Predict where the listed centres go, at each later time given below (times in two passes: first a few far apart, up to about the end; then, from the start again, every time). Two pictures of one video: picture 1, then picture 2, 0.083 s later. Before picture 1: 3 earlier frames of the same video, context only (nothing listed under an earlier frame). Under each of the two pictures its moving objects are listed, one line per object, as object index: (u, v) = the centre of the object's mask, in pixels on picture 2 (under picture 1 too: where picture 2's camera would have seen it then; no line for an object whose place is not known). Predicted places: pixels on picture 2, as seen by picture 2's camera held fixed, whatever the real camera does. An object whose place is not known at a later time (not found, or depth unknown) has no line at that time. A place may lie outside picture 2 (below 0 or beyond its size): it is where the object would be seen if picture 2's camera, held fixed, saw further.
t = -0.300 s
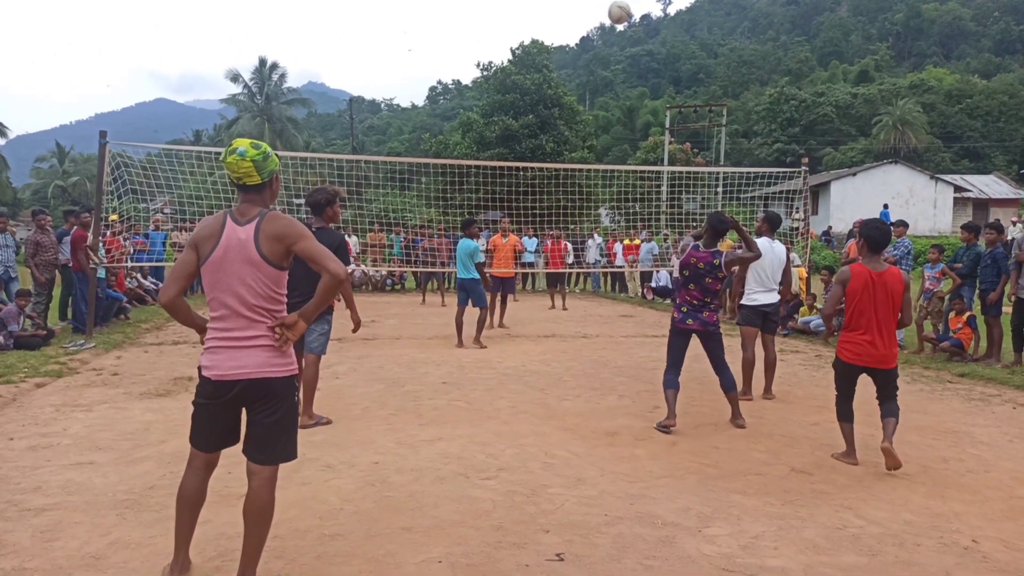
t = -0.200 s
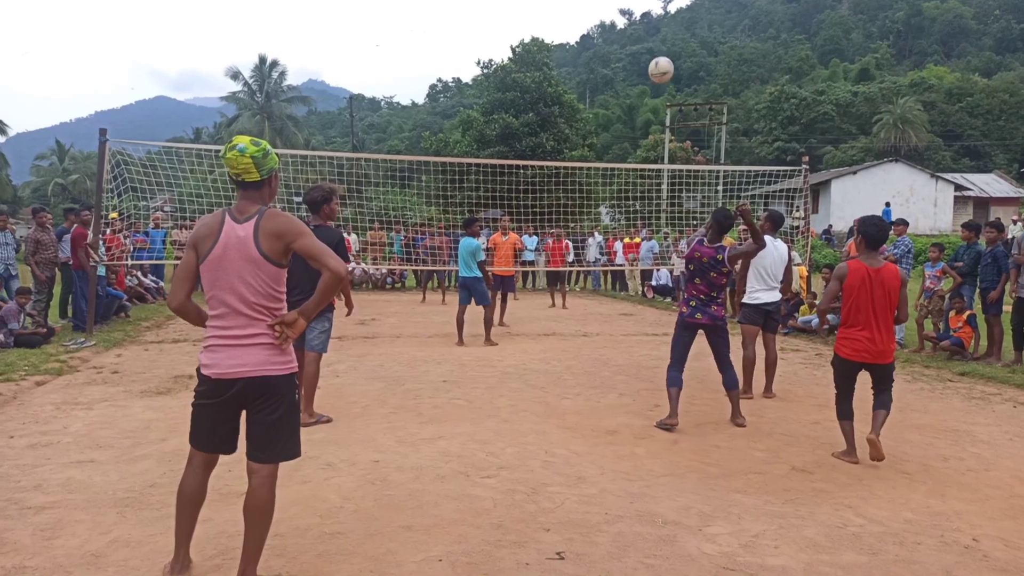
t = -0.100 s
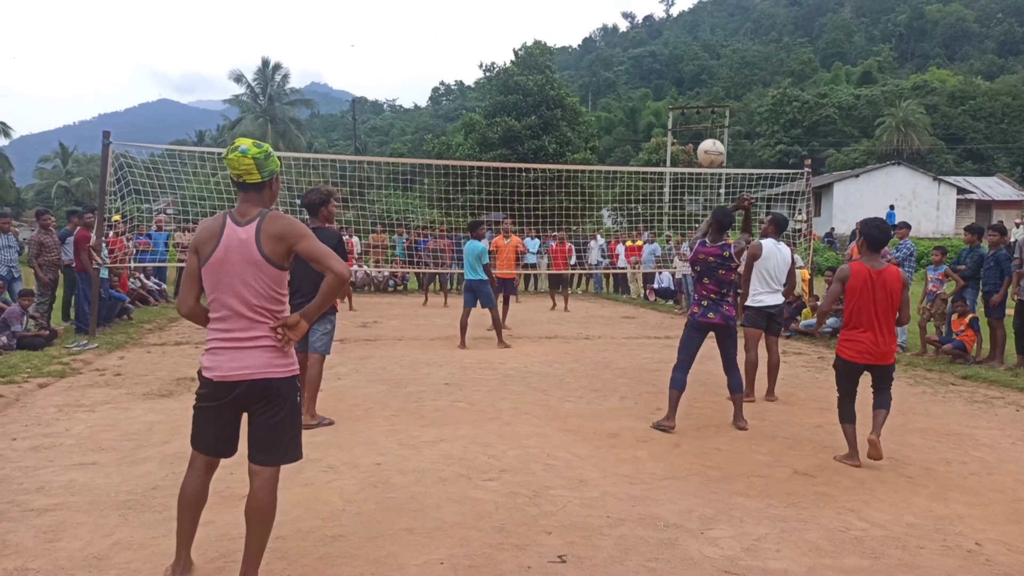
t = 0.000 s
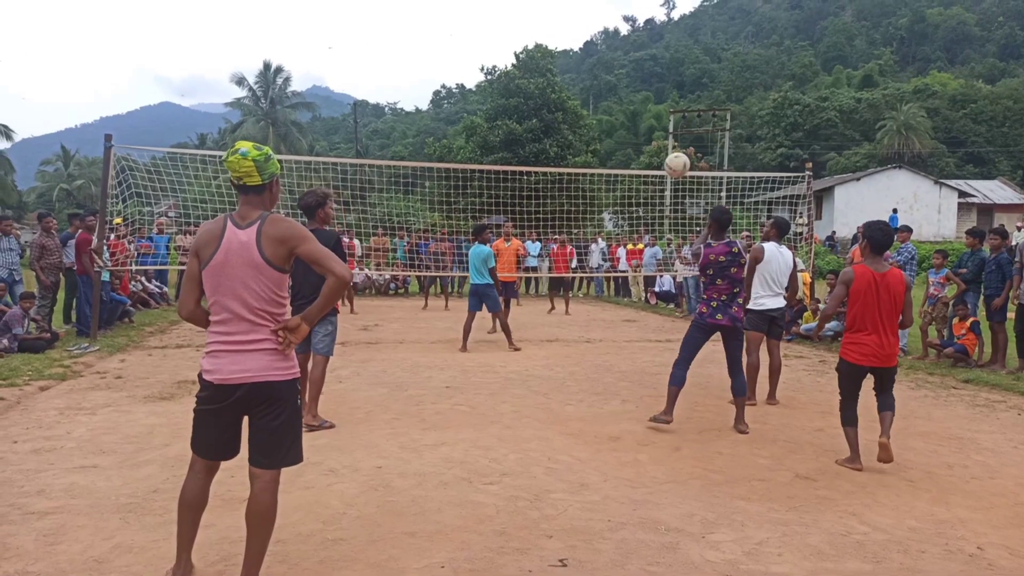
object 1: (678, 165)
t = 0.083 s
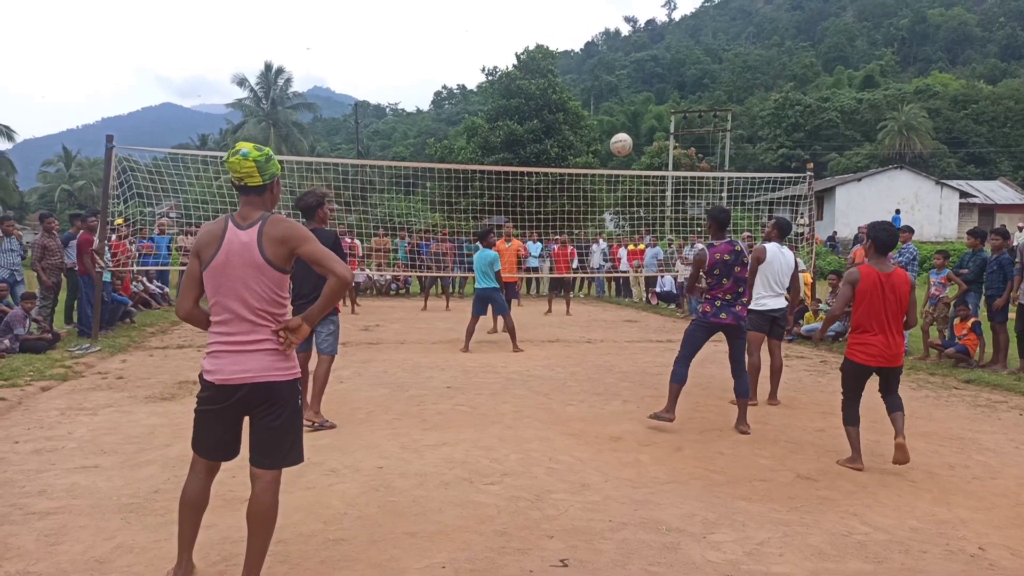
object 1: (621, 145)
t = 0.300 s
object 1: (521, 131)
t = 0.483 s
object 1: (467, 147)
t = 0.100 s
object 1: (611, 142)
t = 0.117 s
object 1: (602, 139)
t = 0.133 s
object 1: (593, 137)
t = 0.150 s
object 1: (584, 135)
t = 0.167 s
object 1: (576, 134)
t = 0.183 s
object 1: (568, 132)
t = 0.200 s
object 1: (561, 131)
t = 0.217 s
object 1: (553, 131)
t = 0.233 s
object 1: (546, 130)
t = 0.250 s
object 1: (540, 130)
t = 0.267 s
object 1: (533, 130)
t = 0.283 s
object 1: (527, 130)
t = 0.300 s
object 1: (521, 131)
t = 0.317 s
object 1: (515, 131)
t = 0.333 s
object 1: (510, 132)
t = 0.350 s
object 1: (504, 133)
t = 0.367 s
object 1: (499, 135)
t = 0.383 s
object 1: (494, 136)
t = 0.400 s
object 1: (489, 138)
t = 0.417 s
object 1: (484, 139)
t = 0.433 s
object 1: (480, 141)
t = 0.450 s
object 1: (475, 143)
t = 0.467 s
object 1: (471, 145)
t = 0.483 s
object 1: (467, 147)
